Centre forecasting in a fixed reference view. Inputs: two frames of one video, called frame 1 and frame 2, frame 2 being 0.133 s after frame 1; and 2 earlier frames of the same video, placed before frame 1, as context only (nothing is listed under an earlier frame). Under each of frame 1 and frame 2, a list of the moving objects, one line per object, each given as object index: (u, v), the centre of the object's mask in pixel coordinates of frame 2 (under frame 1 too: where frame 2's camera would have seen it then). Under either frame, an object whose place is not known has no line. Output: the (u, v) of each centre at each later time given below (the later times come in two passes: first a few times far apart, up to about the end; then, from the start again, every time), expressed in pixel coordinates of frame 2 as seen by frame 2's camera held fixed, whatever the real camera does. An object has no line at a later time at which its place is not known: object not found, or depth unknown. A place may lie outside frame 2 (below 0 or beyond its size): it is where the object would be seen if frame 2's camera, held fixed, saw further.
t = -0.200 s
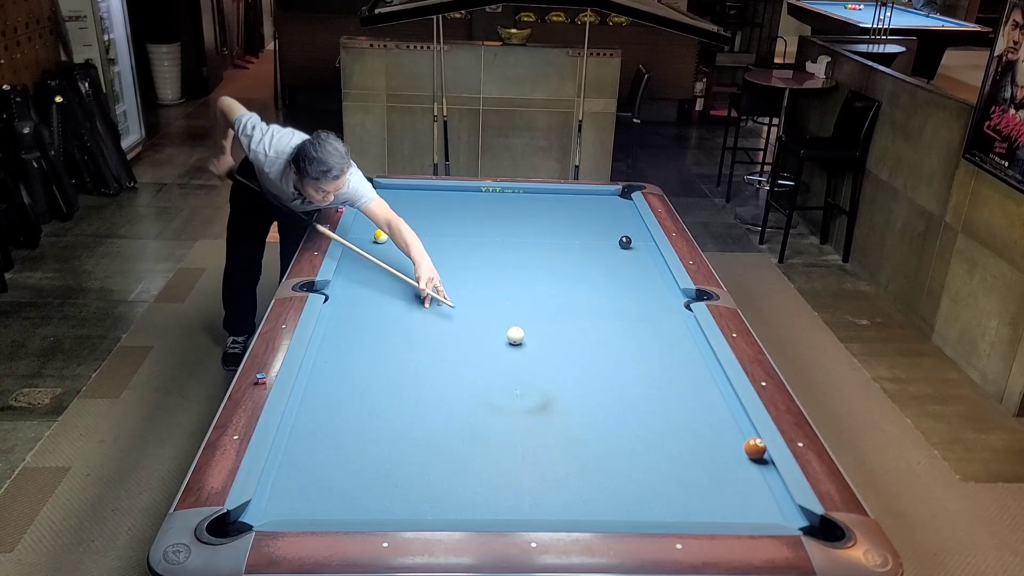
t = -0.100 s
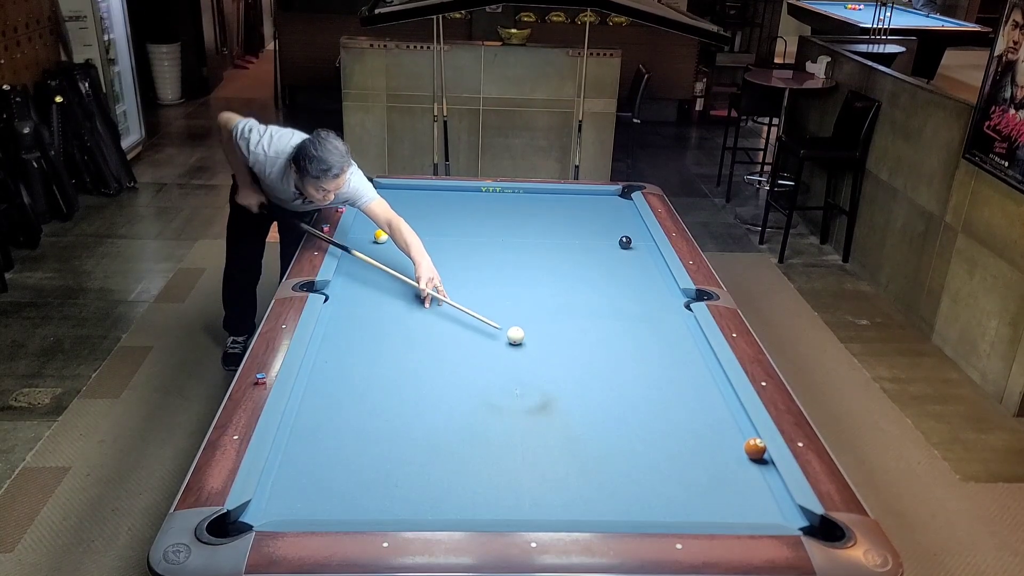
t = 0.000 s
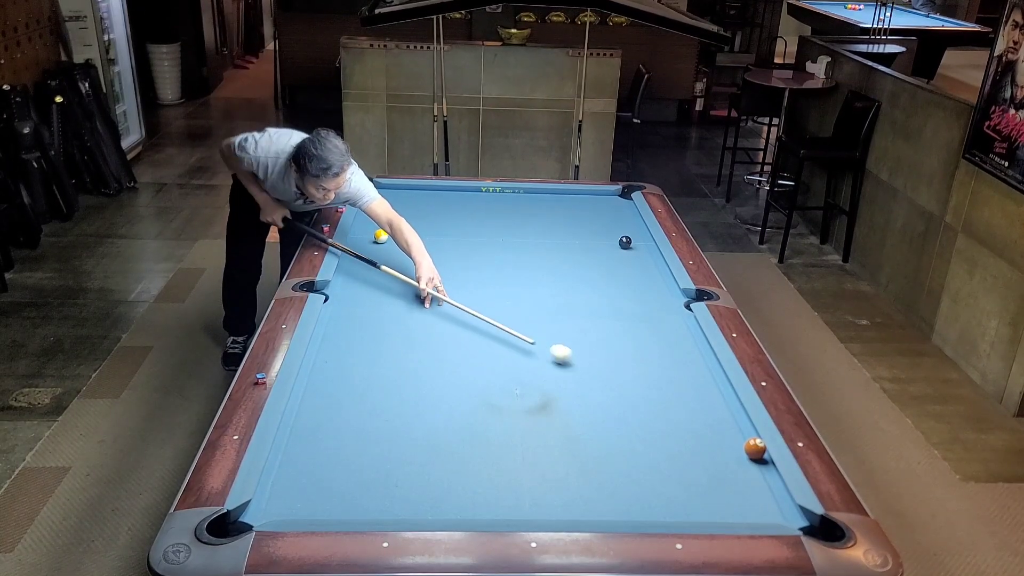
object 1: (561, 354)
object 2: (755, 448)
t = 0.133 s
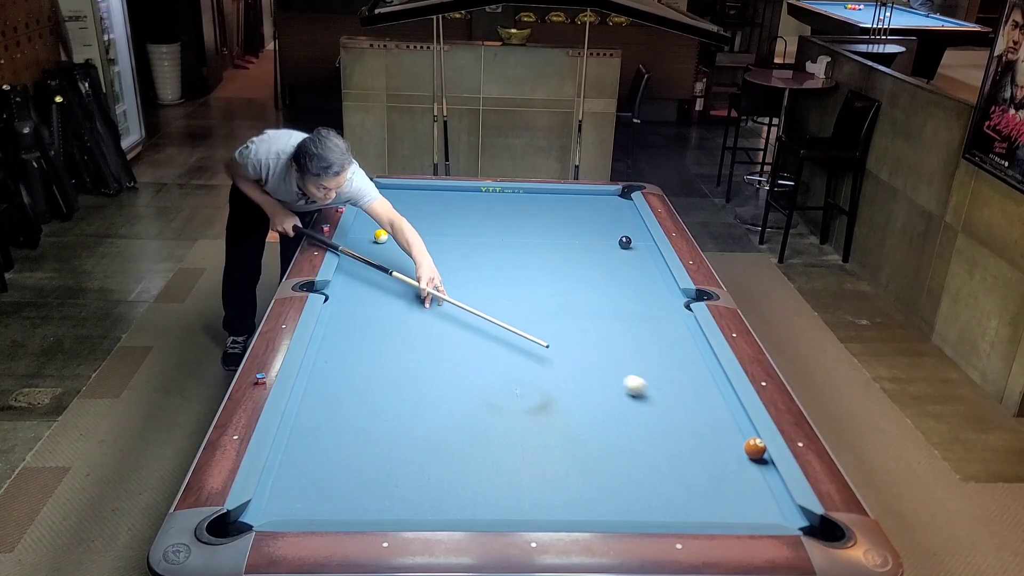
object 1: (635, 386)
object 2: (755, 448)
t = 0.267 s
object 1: (712, 420)
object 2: (755, 448)
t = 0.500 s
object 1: (699, 444)
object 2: (773, 491)
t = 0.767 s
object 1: (642, 466)
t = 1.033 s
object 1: (584, 490)
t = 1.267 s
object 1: (530, 509)
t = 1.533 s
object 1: (455, 504)
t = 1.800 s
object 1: (383, 491)
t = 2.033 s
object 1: (324, 480)
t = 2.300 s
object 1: (285, 468)
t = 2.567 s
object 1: (321, 449)
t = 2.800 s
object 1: (350, 435)
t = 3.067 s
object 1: (379, 420)
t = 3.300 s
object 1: (401, 408)
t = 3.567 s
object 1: (424, 397)
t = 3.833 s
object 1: (445, 387)
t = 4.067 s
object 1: (462, 379)
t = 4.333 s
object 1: (479, 371)
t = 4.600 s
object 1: (495, 366)
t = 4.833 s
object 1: (507, 361)
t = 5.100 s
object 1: (519, 355)
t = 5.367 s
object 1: (530, 351)
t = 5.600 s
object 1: (538, 348)
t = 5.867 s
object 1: (546, 345)
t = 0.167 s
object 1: (654, 394)
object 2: (755, 448)
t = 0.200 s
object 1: (673, 402)
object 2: (755, 448)
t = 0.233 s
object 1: (692, 411)
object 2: (755, 448)
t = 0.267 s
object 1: (712, 420)
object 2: (755, 448)
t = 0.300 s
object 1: (734, 429)
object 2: (755, 448)
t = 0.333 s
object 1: (746, 434)
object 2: (755, 450)
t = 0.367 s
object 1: (737, 437)
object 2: (759, 459)
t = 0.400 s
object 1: (726, 439)
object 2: (763, 467)
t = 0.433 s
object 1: (717, 440)
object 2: (766, 475)
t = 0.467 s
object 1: (707, 442)
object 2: (770, 484)
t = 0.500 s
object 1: (699, 444)
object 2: (773, 491)
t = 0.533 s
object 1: (691, 446)
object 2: (776, 498)
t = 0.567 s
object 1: (684, 449)
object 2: (779, 506)
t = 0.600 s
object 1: (677, 451)
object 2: (782, 513)
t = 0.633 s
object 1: (670, 454)
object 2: (786, 517)
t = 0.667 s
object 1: (663, 457)
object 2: (793, 519)
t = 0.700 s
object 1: (656, 460)
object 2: (799, 519)
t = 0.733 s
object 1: (649, 463)
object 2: (806, 521)
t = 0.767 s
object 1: (642, 466)
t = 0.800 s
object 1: (635, 469)
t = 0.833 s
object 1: (628, 472)
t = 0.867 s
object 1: (621, 475)
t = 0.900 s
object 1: (613, 477)
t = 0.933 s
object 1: (606, 481)
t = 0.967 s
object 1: (599, 484)
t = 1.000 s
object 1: (591, 487)
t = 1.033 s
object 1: (584, 490)
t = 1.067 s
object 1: (576, 493)
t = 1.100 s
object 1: (569, 496)
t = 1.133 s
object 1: (561, 499)
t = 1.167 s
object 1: (554, 503)
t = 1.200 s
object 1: (546, 506)
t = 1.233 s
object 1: (538, 508)
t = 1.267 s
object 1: (530, 509)
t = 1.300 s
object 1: (522, 511)
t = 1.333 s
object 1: (513, 511)
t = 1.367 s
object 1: (502, 509)
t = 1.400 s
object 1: (493, 508)
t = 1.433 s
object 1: (484, 507)
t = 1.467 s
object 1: (474, 507)
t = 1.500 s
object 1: (464, 505)
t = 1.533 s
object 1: (455, 504)
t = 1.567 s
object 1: (446, 502)
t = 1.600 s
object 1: (437, 500)
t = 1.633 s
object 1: (428, 499)
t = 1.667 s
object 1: (418, 497)
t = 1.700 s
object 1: (410, 496)
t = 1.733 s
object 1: (401, 494)
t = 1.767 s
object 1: (392, 493)
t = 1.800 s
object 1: (383, 491)
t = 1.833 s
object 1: (374, 490)
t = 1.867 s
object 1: (366, 488)
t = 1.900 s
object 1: (357, 487)
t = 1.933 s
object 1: (349, 485)
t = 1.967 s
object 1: (340, 484)
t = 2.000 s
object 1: (332, 482)
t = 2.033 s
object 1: (324, 480)
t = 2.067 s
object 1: (316, 479)
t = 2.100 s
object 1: (307, 478)
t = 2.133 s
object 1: (299, 476)
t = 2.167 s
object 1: (291, 475)
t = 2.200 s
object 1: (283, 474)
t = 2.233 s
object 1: (275, 472)
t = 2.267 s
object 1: (280, 470)
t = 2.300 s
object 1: (285, 468)
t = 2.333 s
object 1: (290, 465)
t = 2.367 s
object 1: (295, 463)
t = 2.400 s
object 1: (299, 460)
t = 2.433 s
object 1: (304, 458)
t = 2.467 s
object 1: (308, 456)
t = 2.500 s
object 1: (312, 454)
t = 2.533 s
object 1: (317, 451)
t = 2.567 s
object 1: (321, 449)
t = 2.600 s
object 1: (325, 447)
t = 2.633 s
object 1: (330, 445)
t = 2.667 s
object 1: (334, 443)
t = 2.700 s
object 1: (338, 441)
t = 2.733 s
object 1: (342, 439)
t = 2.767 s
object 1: (346, 437)
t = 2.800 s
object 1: (350, 435)
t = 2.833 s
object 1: (353, 433)
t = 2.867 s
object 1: (357, 431)
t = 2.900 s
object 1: (361, 429)
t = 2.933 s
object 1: (364, 427)
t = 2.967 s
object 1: (368, 425)
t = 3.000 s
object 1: (372, 424)
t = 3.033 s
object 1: (375, 422)
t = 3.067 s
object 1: (379, 420)
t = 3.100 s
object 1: (382, 418)
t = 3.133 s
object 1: (385, 416)
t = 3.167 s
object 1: (388, 414)
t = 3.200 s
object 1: (391, 413)
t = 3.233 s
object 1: (395, 411)
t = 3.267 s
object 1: (398, 410)
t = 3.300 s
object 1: (401, 408)
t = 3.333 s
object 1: (404, 407)
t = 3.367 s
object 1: (407, 405)
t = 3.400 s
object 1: (410, 404)
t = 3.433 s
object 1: (413, 403)
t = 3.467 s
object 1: (416, 401)
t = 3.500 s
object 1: (419, 400)
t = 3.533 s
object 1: (422, 399)
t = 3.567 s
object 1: (424, 397)
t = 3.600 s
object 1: (427, 396)
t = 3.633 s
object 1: (430, 395)
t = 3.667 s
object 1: (432, 393)
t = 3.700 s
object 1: (435, 392)
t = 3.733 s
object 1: (438, 390)
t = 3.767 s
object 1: (440, 389)
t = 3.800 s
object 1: (443, 388)
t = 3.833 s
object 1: (445, 387)
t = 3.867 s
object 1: (448, 386)
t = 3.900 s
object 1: (450, 385)
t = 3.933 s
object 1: (453, 383)
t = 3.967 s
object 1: (455, 382)
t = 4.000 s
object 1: (458, 381)
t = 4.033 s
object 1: (460, 380)
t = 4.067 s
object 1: (462, 379)
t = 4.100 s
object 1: (464, 378)
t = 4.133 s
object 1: (467, 377)
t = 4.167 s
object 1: (469, 376)
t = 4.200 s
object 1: (471, 375)
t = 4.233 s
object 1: (473, 374)
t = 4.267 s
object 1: (475, 373)
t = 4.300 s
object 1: (477, 372)
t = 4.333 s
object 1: (479, 371)
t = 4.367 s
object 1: (481, 371)
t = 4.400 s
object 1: (484, 370)
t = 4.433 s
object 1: (486, 370)
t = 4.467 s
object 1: (488, 369)
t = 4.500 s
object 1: (489, 368)
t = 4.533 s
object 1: (491, 367)
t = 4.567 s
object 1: (493, 367)
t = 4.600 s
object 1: (495, 366)
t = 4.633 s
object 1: (497, 365)
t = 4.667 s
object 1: (498, 364)
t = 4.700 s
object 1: (500, 364)
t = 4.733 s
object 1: (502, 363)
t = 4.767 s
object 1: (503, 362)
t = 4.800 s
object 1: (505, 361)
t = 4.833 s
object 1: (507, 361)
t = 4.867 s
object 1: (508, 360)
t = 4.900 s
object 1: (510, 359)
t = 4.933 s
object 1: (512, 359)
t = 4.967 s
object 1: (513, 358)
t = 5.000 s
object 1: (515, 357)
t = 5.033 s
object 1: (516, 357)
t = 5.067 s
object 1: (518, 356)
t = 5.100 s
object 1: (519, 355)
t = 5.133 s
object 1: (521, 355)
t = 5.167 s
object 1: (522, 354)
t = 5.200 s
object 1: (523, 354)
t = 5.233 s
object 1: (525, 353)
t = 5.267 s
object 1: (526, 353)
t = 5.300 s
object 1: (527, 352)
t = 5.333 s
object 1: (529, 352)
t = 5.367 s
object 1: (530, 351)
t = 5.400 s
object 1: (531, 351)
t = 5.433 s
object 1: (533, 350)
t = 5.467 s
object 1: (534, 350)
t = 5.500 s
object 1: (535, 350)
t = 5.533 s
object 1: (536, 349)
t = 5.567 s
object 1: (537, 349)
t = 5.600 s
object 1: (538, 348)
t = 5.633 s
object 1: (539, 348)
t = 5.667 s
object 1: (540, 348)
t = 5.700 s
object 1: (541, 347)
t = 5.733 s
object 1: (542, 347)
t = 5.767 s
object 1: (543, 346)
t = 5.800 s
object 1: (544, 346)
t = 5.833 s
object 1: (545, 345)
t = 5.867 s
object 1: (546, 345)
